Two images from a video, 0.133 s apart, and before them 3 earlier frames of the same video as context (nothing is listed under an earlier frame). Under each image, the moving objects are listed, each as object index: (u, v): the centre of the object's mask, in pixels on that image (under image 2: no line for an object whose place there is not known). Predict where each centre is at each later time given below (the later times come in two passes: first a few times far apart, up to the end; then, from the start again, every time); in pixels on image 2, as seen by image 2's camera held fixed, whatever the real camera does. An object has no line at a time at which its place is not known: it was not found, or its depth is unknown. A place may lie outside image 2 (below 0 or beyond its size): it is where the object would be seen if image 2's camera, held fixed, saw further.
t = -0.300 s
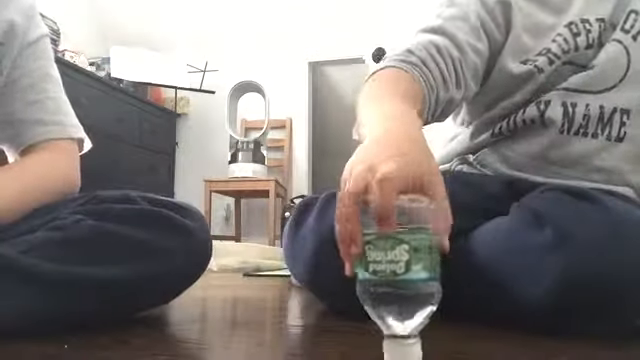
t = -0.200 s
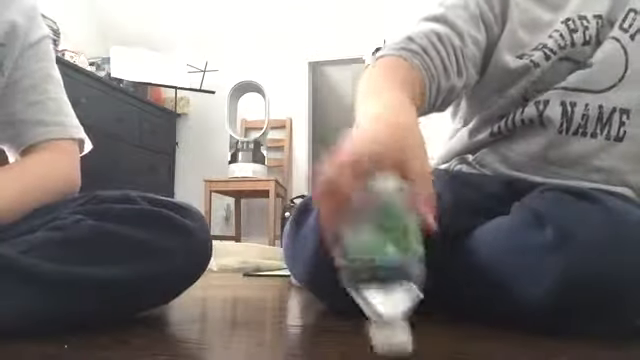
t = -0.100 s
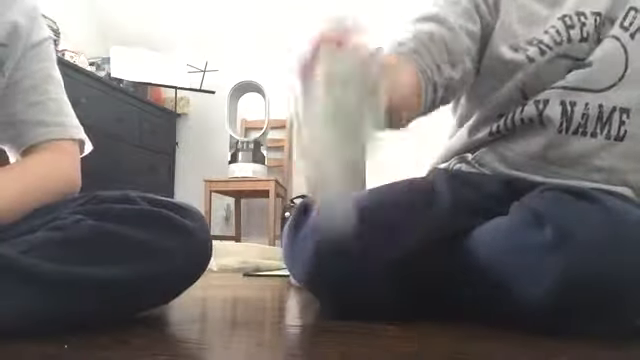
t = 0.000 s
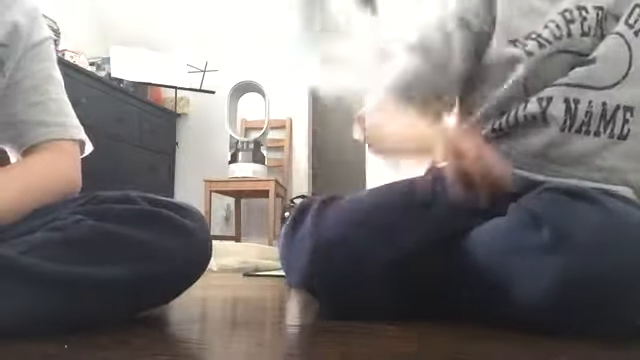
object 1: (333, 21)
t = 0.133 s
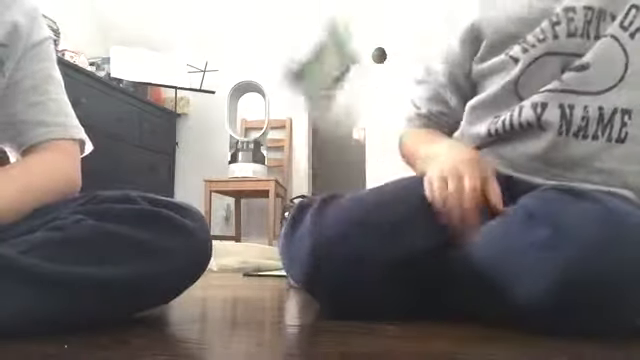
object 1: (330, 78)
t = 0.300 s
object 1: (311, 291)
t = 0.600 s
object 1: (310, 318)
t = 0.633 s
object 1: (310, 318)
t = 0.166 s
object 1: (331, 128)
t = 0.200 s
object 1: (319, 186)
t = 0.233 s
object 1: (315, 257)
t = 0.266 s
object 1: (314, 273)
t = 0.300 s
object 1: (311, 291)
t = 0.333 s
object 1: (312, 312)
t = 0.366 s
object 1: (310, 318)
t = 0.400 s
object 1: (309, 318)
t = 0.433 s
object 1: (311, 319)
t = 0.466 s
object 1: (309, 319)
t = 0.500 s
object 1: (308, 319)
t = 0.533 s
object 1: (308, 319)
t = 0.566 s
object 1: (309, 319)
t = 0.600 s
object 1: (310, 318)
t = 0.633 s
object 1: (310, 318)
